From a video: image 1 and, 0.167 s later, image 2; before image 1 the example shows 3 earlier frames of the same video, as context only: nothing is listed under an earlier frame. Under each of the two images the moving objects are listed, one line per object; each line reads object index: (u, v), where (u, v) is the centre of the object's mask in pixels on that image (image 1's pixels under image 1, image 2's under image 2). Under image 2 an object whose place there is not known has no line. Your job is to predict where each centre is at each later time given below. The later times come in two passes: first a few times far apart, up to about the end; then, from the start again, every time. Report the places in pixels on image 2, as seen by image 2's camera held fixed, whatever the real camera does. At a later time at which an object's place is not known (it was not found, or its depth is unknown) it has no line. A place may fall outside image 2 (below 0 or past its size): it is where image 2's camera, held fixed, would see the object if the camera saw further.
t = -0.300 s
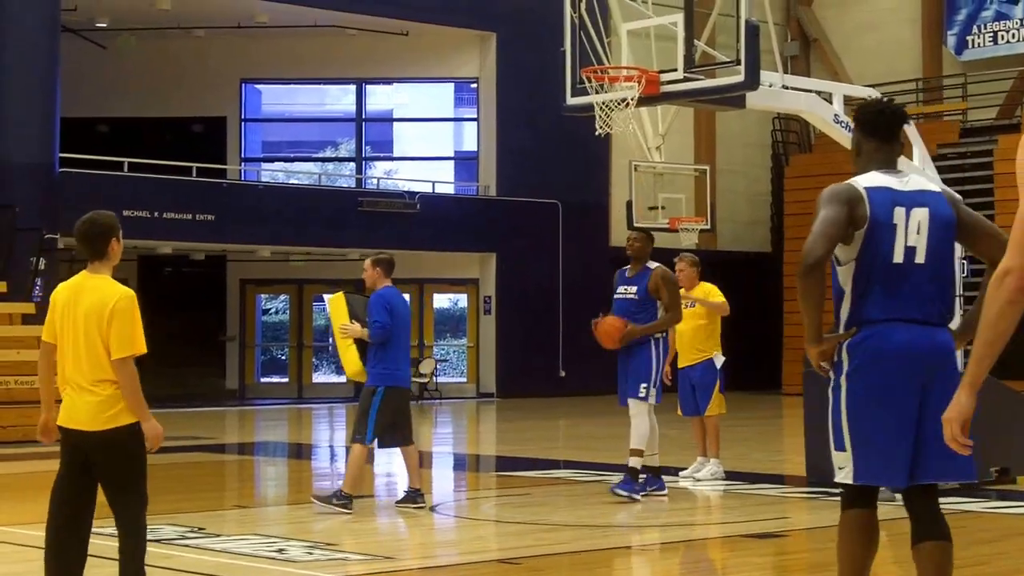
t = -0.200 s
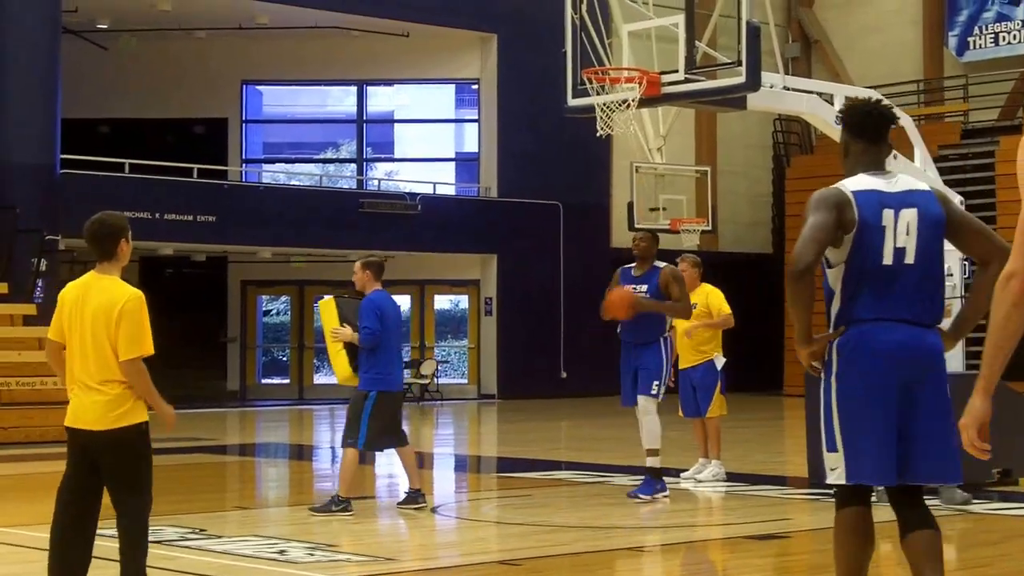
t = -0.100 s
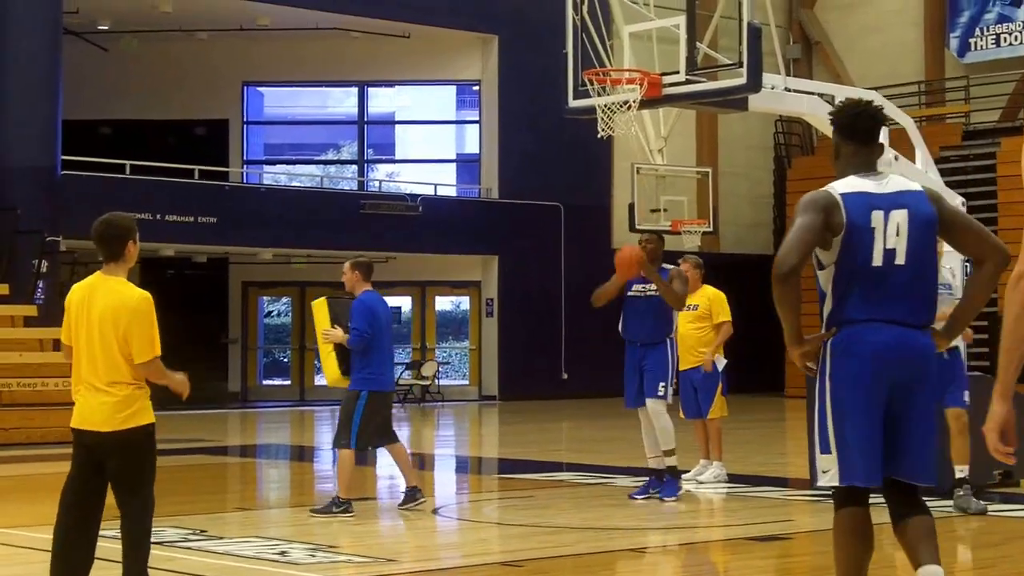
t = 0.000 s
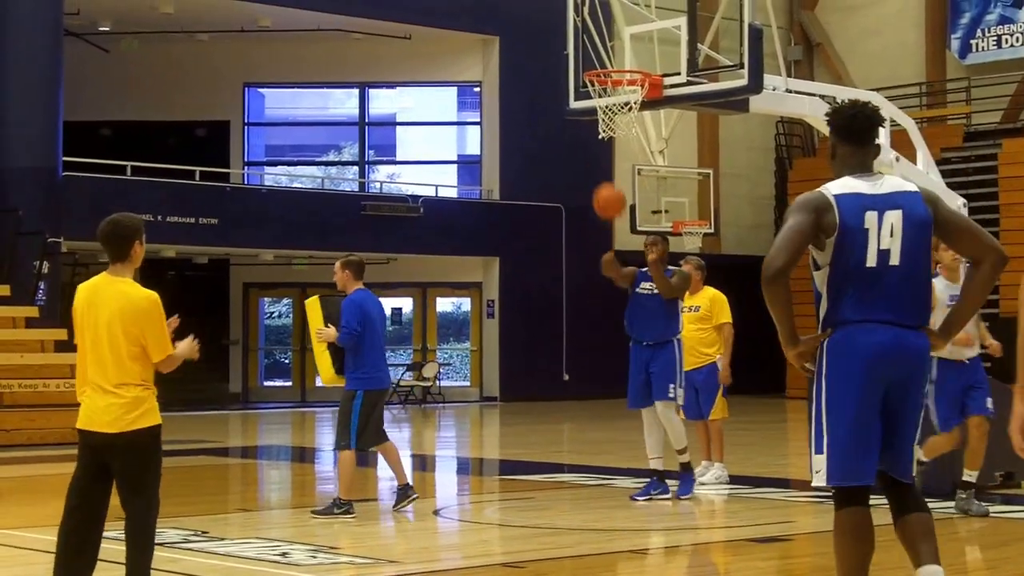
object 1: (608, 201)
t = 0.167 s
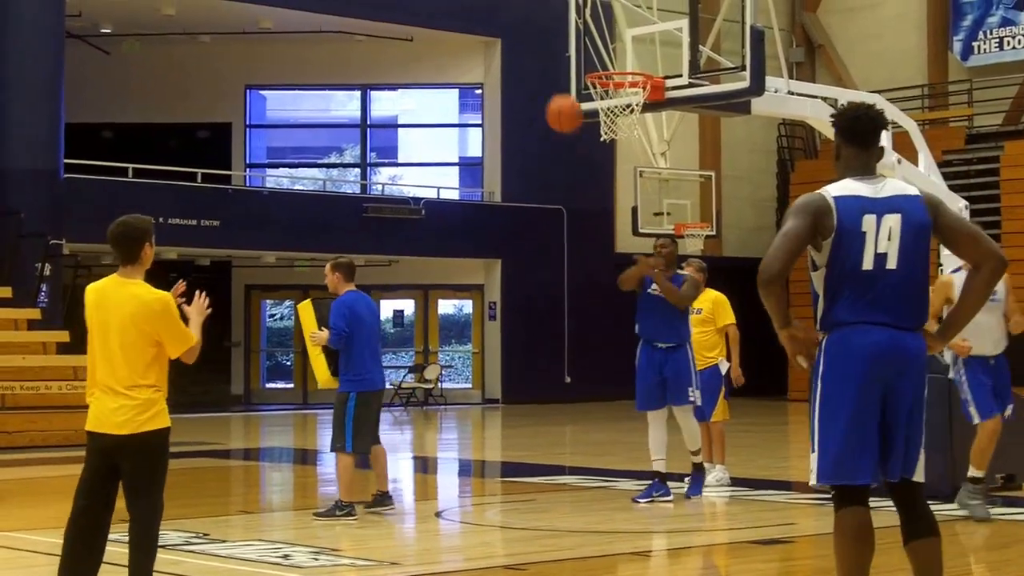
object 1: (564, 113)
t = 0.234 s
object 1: (543, 84)
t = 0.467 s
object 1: (459, 21)
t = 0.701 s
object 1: (354, 40)
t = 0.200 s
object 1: (553, 98)
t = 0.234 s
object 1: (543, 84)
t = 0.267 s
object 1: (532, 71)
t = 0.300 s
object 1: (522, 60)
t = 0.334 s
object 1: (510, 50)
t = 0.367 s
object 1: (498, 40)
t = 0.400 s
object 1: (485, 32)
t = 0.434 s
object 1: (472, 26)
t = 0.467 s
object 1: (459, 21)
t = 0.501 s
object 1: (445, 18)
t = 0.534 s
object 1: (432, 17)
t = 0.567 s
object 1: (417, 16)
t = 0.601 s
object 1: (404, 18)
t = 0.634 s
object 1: (387, 23)
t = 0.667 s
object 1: (371, 30)
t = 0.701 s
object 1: (354, 40)
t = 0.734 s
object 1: (335, 51)
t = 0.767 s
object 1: (317, 64)
